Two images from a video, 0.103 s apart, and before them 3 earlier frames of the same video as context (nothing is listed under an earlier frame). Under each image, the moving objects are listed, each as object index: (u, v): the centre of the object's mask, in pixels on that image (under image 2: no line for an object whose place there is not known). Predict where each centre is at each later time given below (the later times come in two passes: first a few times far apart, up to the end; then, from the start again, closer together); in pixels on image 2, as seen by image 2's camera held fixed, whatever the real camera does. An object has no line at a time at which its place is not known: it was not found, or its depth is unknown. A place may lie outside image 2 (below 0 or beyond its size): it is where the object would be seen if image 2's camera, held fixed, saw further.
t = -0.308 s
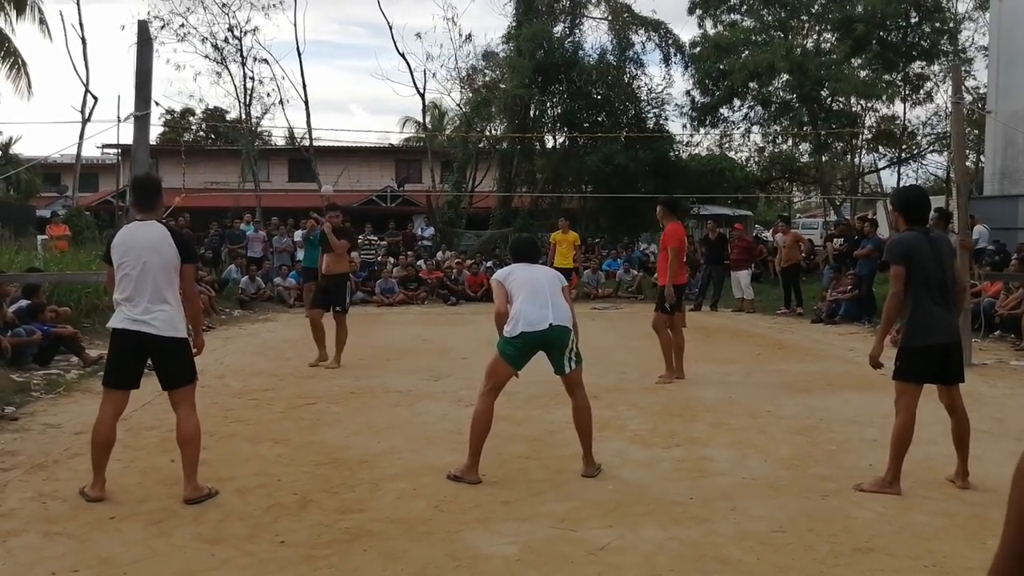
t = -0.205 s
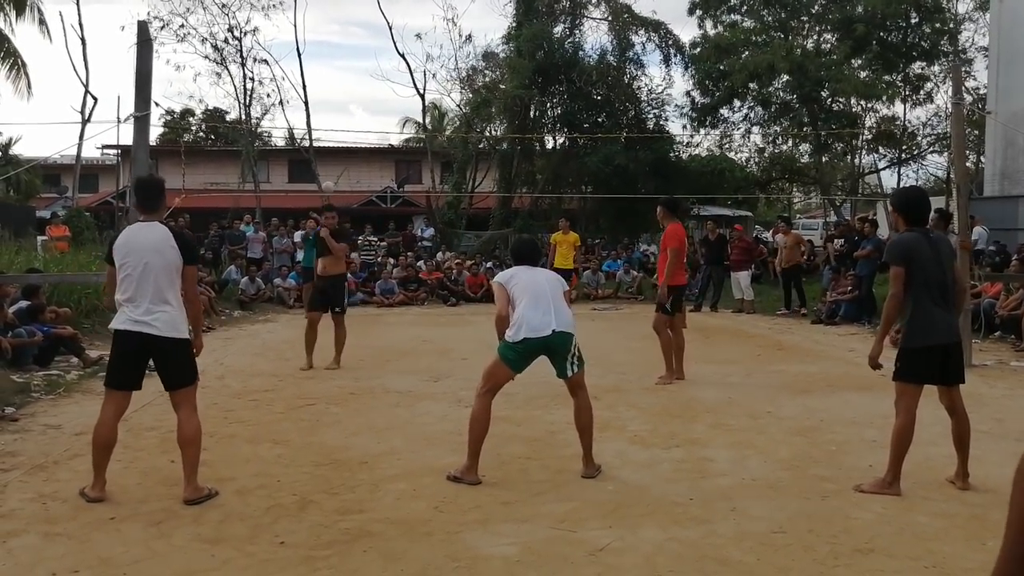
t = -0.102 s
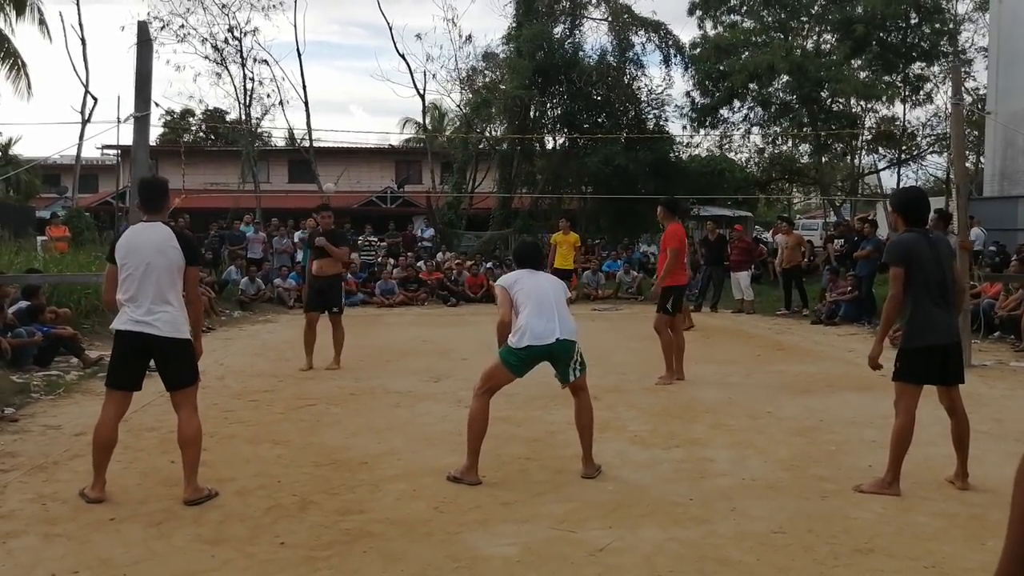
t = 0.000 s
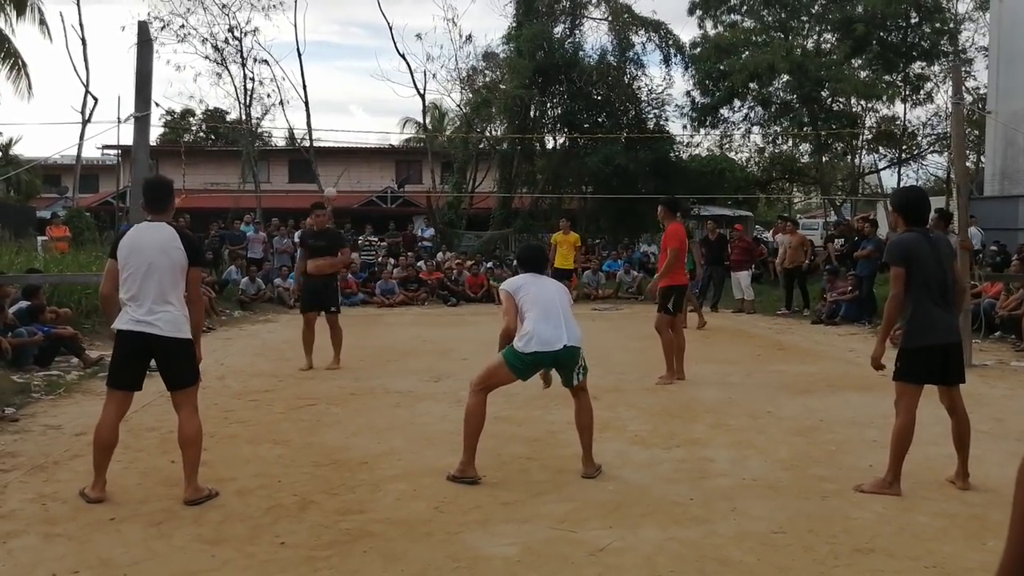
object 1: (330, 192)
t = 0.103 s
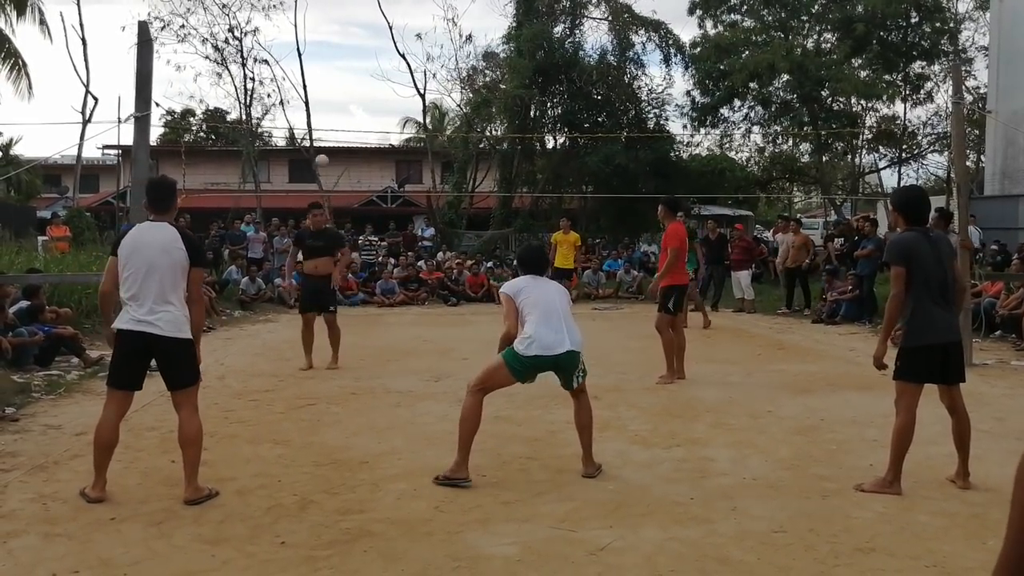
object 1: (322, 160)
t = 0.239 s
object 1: (309, 119)
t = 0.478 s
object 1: (278, 58)
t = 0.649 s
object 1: (243, 33)
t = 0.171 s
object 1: (315, 140)
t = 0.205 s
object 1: (312, 129)
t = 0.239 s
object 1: (309, 119)
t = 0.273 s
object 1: (305, 110)
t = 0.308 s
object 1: (301, 100)
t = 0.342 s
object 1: (297, 91)
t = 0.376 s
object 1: (293, 82)
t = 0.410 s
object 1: (288, 73)
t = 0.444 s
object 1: (283, 66)
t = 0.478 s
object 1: (278, 58)
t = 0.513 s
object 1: (272, 52)
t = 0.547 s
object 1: (266, 46)
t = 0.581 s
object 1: (259, 41)
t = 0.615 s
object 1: (251, 37)
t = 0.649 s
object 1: (243, 33)
